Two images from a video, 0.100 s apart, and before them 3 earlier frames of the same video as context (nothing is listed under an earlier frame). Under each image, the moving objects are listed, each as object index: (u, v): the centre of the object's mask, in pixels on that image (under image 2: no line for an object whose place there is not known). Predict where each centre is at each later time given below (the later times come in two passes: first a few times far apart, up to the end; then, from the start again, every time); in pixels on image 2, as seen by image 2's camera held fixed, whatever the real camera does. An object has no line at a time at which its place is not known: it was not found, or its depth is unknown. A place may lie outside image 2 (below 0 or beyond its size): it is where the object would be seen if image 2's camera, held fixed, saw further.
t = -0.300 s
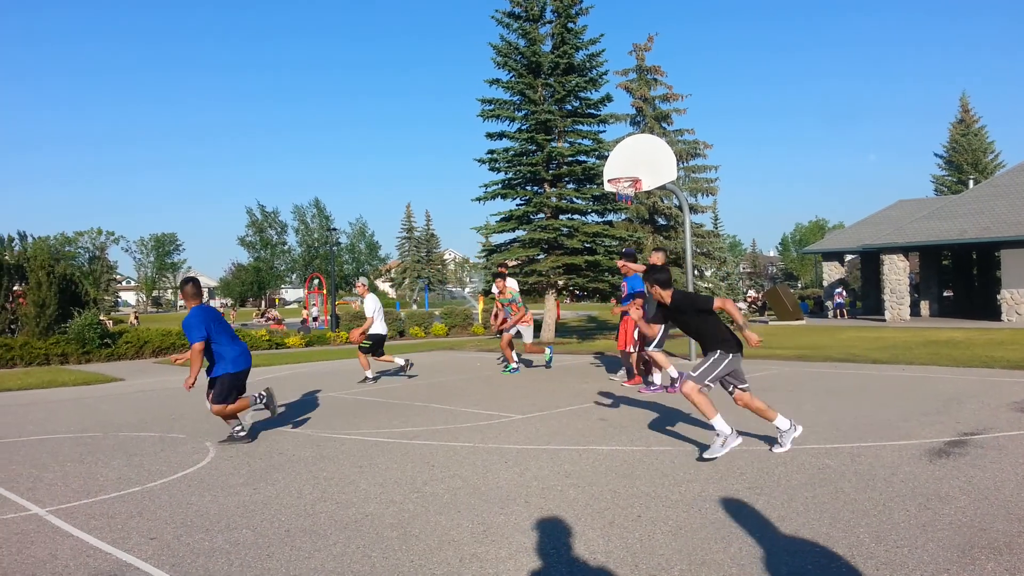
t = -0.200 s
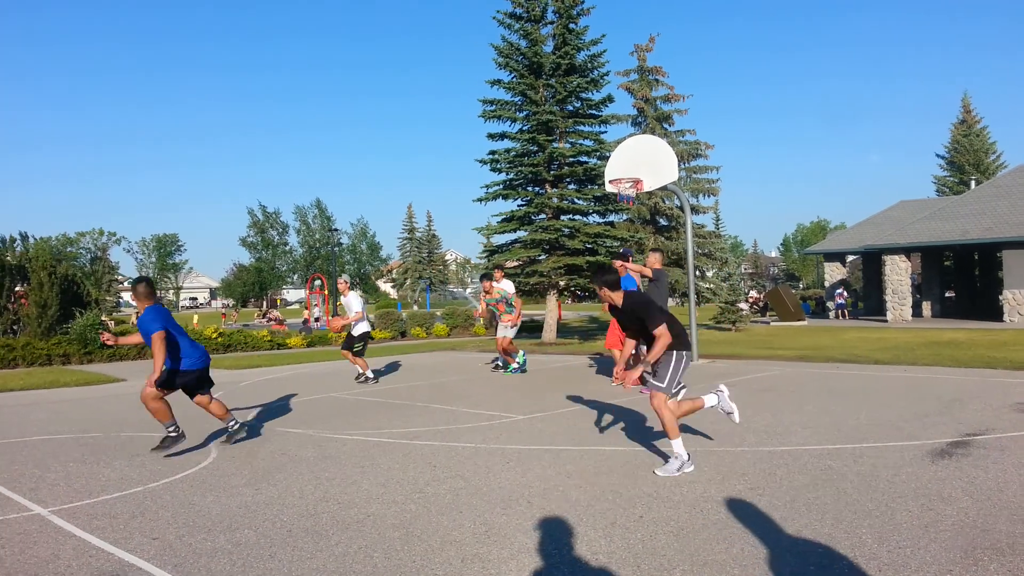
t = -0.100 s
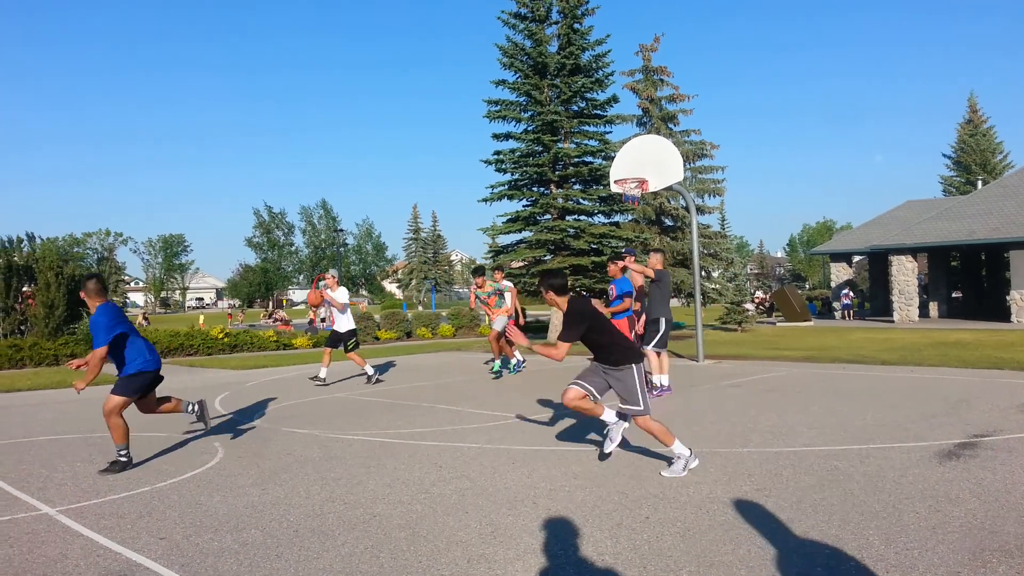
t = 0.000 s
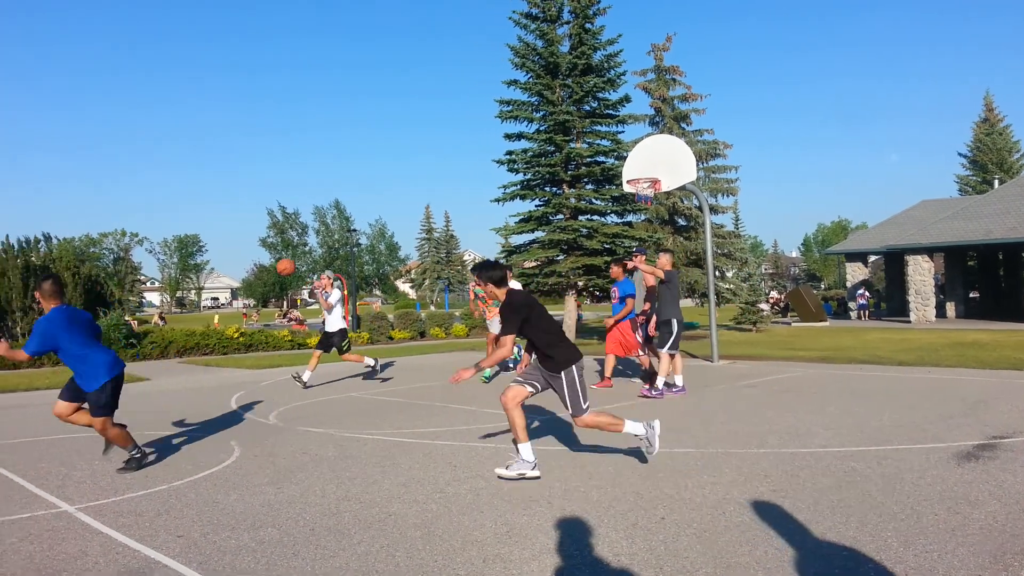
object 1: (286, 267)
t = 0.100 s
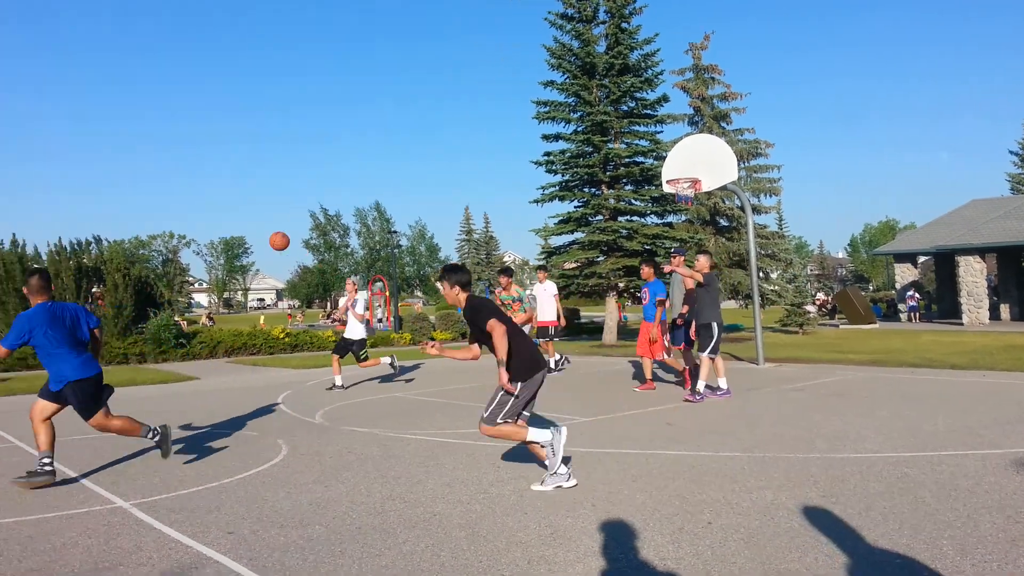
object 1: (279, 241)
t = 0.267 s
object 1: (174, 202)
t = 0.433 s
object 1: (33, 179)
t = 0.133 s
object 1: (261, 232)
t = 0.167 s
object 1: (241, 224)
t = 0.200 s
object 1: (221, 217)
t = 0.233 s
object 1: (198, 209)
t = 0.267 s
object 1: (174, 202)
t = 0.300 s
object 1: (149, 197)
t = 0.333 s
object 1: (122, 191)
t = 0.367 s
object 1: (95, 186)
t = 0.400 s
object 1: (65, 182)
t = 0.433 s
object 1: (33, 179)
